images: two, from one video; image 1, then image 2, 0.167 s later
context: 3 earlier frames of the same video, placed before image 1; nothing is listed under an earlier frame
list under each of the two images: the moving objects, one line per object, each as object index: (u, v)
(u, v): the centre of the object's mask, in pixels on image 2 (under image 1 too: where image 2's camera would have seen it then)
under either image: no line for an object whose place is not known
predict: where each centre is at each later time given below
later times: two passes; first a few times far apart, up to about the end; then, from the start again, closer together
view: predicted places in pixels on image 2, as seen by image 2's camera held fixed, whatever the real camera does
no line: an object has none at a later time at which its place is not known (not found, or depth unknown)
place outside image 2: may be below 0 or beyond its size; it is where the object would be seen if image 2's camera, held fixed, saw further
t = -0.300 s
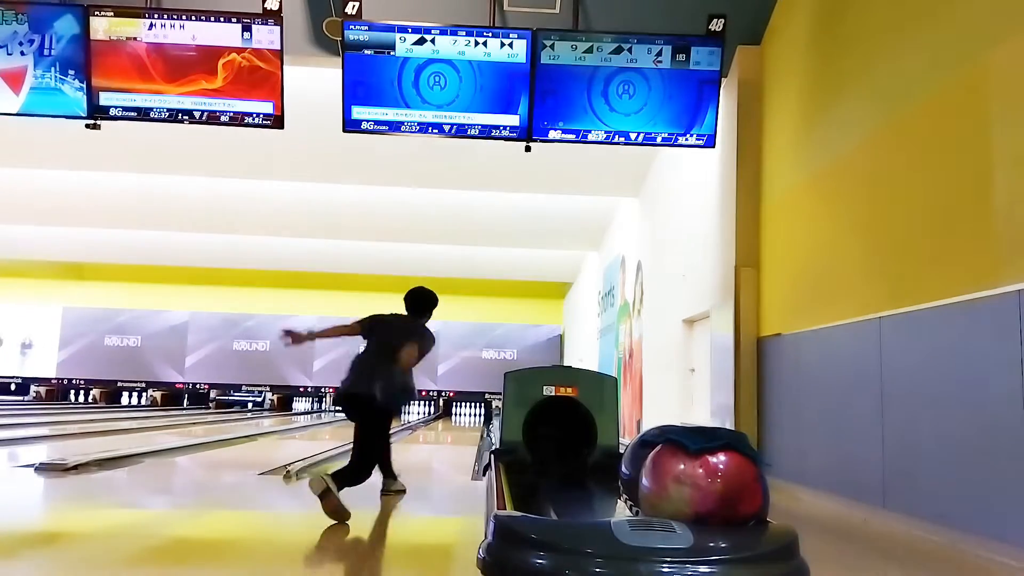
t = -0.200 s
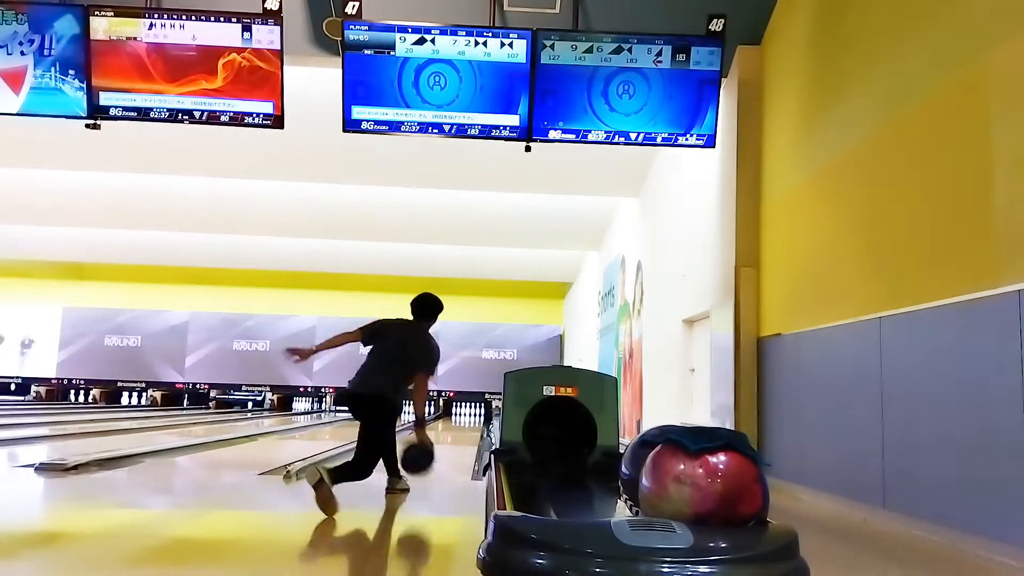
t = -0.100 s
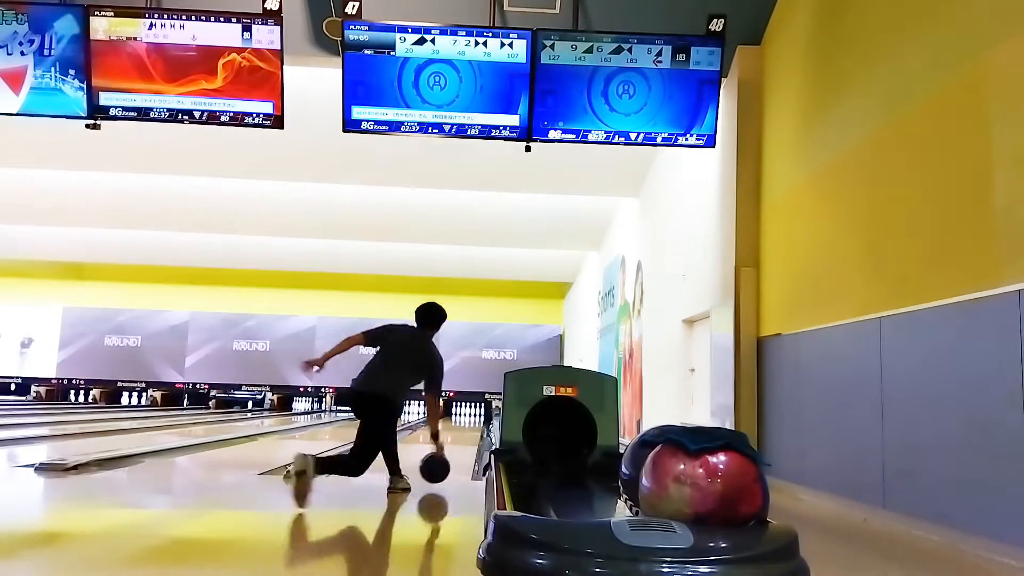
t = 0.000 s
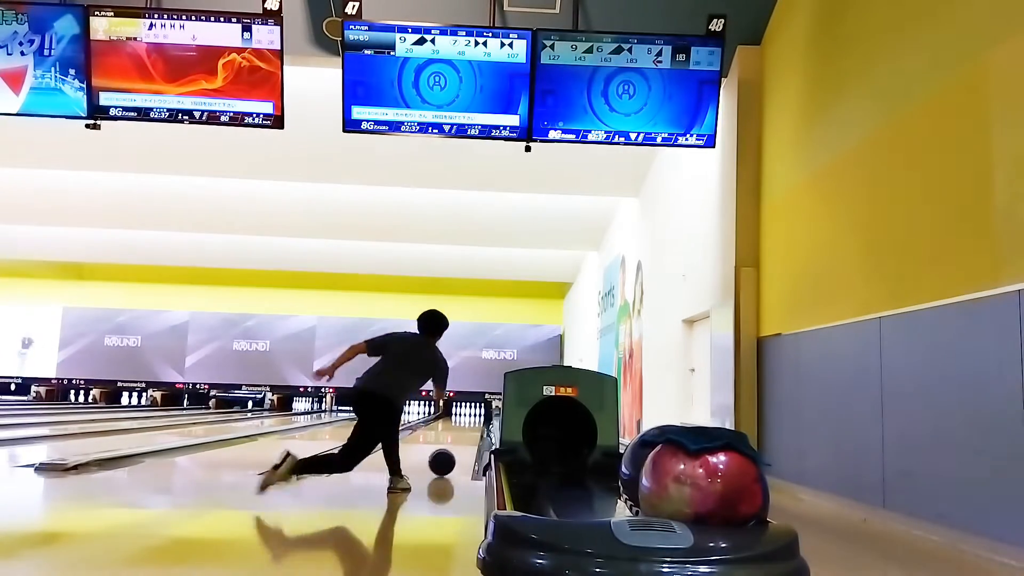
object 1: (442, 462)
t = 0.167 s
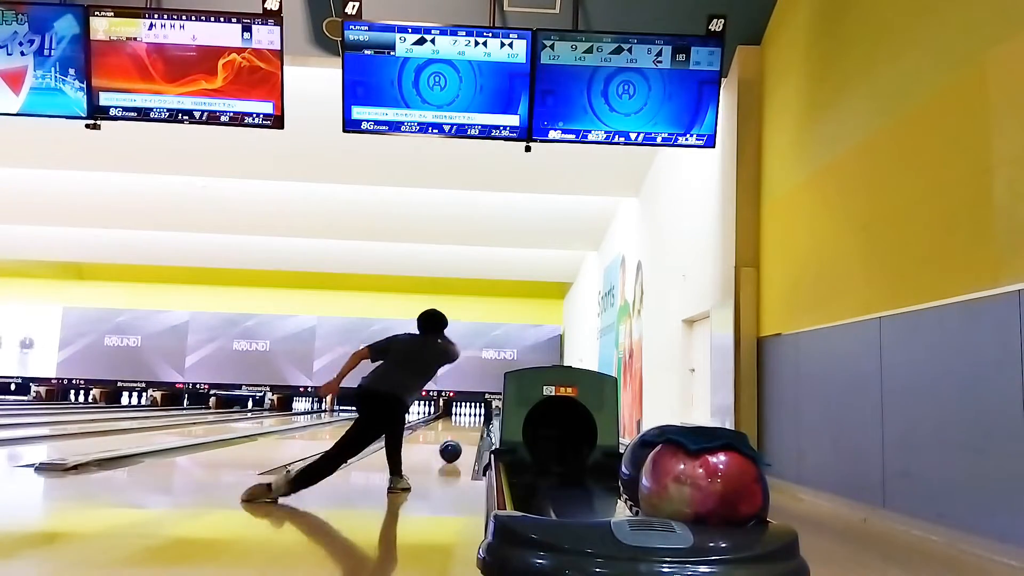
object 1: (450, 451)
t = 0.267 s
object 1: (454, 446)
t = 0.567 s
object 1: (462, 436)
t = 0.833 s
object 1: (466, 430)
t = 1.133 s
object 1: (469, 424)
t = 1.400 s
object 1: (472, 421)
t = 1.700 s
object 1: (473, 418)
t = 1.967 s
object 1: (473, 416)
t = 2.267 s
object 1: (473, 414)
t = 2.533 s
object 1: (472, 413)
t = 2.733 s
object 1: (473, 412)
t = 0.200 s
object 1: (451, 450)
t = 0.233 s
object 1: (453, 448)
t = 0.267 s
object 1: (454, 446)
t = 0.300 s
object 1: (455, 445)
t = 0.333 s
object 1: (456, 444)
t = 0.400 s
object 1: (458, 441)
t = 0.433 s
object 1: (459, 440)
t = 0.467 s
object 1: (460, 439)
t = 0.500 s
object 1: (460, 438)
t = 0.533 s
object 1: (461, 437)
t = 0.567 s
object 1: (462, 436)
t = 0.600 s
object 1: (463, 435)
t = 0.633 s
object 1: (463, 434)
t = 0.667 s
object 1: (464, 434)
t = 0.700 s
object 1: (464, 433)
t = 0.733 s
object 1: (465, 432)
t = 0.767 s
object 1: (465, 431)
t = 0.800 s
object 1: (465, 430)
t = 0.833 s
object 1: (466, 430)
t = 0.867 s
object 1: (466, 429)
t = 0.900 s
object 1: (467, 428)
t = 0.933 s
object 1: (468, 428)
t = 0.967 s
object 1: (468, 427)
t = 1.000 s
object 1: (468, 426)
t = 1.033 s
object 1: (469, 426)
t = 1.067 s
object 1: (469, 425)
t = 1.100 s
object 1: (470, 424)
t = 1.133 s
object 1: (469, 424)
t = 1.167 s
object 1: (470, 424)
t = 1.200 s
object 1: (470, 423)
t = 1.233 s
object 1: (470, 423)
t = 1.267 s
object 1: (471, 422)
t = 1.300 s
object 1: (471, 422)
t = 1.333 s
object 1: (471, 422)
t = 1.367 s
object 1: (471, 421)
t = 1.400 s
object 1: (472, 421)
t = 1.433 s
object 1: (472, 420)
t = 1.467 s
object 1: (472, 420)
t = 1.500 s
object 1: (472, 420)
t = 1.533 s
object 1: (472, 420)
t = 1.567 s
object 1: (472, 419)
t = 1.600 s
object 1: (472, 419)
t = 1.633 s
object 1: (473, 418)
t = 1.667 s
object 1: (473, 418)
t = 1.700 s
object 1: (473, 418)
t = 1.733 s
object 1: (473, 418)
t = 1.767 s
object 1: (473, 417)
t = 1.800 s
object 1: (473, 417)
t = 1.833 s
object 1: (473, 417)
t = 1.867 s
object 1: (473, 417)
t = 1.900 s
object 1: (473, 416)
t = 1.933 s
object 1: (473, 416)
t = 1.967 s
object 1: (473, 416)
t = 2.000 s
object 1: (473, 416)
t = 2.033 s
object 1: (473, 415)
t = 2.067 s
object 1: (473, 415)
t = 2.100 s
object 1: (473, 415)
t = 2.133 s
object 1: (473, 415)
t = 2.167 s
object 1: (473, 415)
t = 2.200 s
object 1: (473, 415)
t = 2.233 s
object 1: (473, 415)
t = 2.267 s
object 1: (473, 414)
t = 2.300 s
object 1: (473, 414)
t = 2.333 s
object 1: (472, 414)
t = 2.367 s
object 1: (472, 414)
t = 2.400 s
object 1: (472, 414)
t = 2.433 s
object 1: (472, 413)
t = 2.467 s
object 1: (472, 414)
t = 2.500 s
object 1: (472, 413)
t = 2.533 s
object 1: (472, 413)
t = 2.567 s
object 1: (472, 413)
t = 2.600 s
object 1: (471, 413)
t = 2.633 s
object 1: (471, 413)
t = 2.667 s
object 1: (472, 413)
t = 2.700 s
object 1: (473, 412)
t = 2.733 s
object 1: (473, 412)
